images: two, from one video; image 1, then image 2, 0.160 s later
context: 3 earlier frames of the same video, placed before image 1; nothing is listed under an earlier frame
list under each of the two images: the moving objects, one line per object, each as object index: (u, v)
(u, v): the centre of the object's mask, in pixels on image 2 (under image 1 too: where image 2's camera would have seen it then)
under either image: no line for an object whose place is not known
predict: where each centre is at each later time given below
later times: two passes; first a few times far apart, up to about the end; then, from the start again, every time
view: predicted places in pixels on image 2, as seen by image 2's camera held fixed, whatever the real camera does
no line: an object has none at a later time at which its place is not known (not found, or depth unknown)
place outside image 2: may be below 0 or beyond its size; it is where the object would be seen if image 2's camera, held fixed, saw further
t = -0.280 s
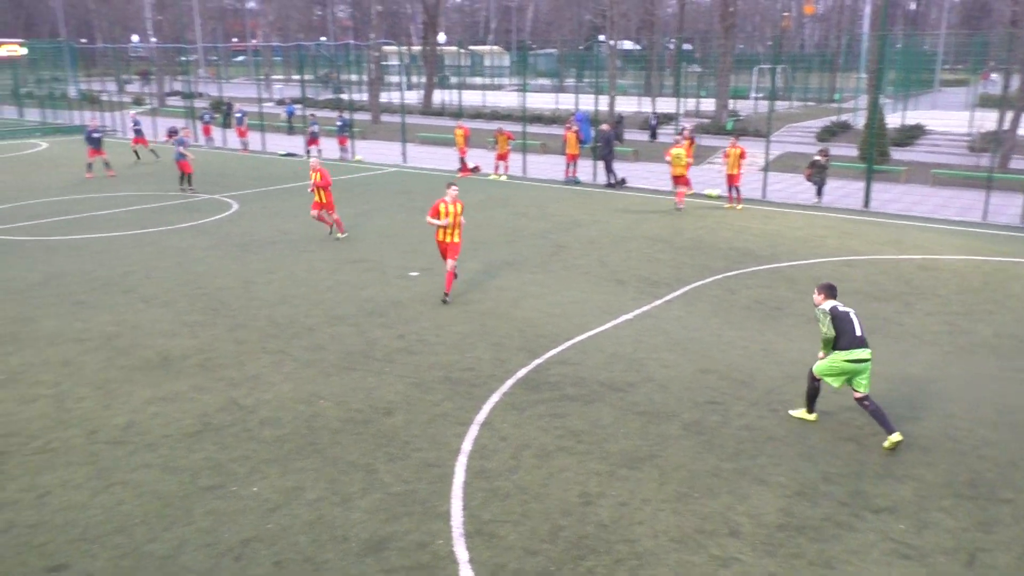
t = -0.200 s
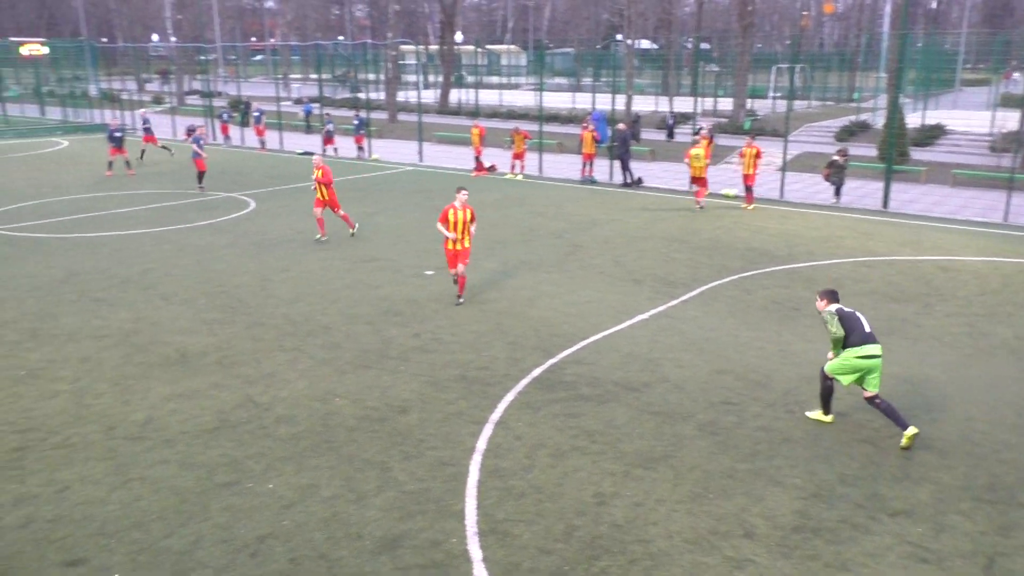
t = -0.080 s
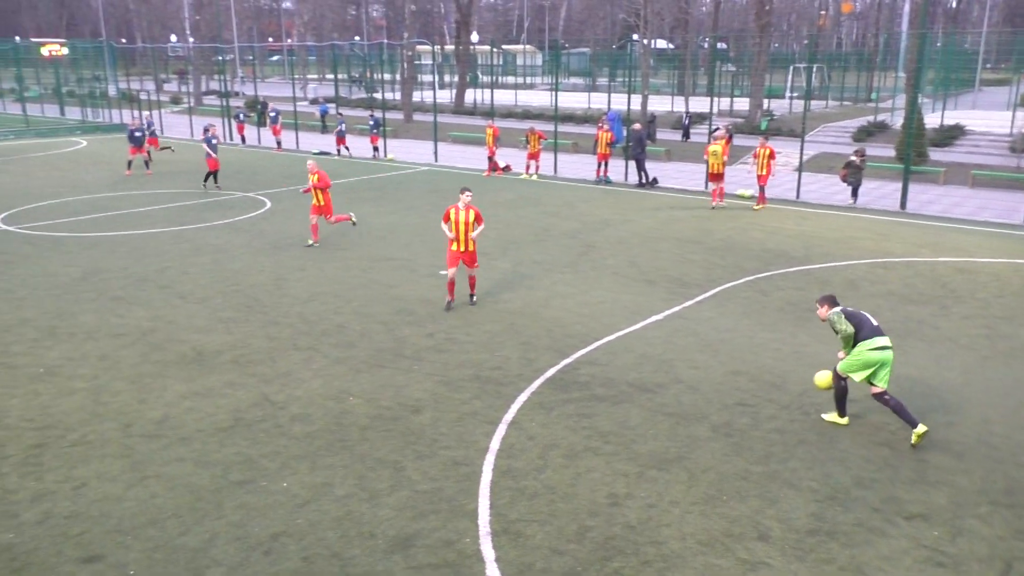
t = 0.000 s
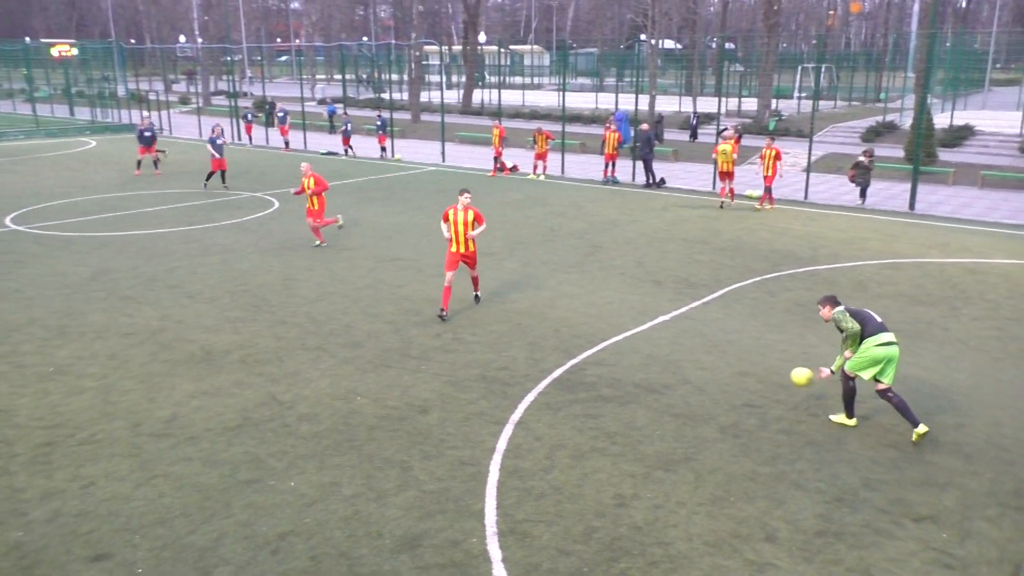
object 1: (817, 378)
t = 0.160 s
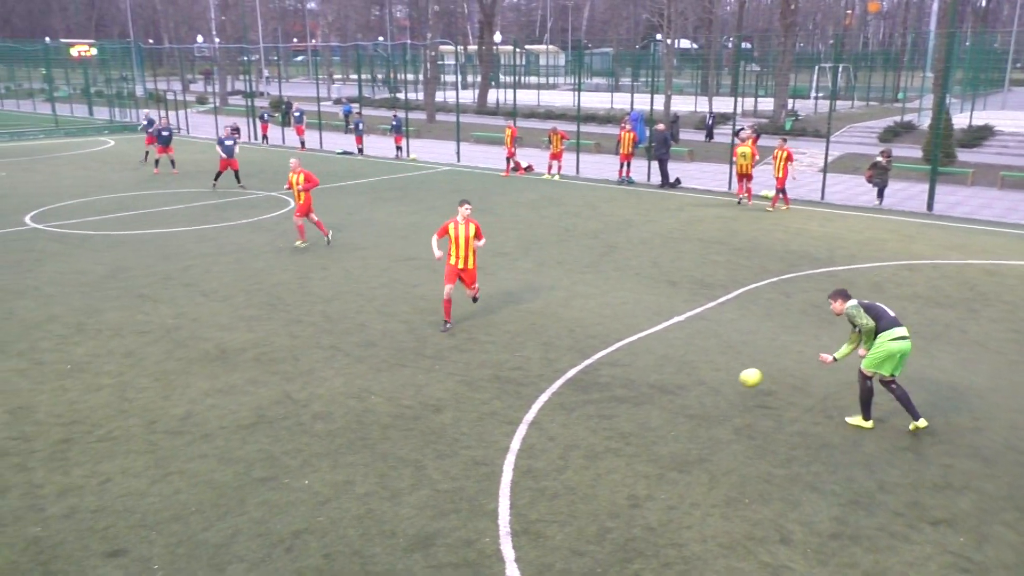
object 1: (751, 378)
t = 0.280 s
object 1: (705, 383)
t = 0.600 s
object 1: (617, 374)
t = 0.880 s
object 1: (545, 366)
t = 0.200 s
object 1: (734, 380)
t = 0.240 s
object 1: (718, 385)
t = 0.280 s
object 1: (705, 383)
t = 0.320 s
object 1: (693, 380)
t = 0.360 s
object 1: (682, 378)
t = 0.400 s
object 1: (672, 377)
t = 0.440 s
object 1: (660, 377)
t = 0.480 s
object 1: (648, 379)
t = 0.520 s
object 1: (638, 376)
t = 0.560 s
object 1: (627, 374)
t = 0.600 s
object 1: (617, 374)
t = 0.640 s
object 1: (606, 373)
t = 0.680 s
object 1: (595, 372)
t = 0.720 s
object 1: (585, 371)
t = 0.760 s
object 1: (575, 369)
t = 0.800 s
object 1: (566, 368)
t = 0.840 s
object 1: (556, 367)
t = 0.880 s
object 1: (545, 366)
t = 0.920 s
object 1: (536, 365)
